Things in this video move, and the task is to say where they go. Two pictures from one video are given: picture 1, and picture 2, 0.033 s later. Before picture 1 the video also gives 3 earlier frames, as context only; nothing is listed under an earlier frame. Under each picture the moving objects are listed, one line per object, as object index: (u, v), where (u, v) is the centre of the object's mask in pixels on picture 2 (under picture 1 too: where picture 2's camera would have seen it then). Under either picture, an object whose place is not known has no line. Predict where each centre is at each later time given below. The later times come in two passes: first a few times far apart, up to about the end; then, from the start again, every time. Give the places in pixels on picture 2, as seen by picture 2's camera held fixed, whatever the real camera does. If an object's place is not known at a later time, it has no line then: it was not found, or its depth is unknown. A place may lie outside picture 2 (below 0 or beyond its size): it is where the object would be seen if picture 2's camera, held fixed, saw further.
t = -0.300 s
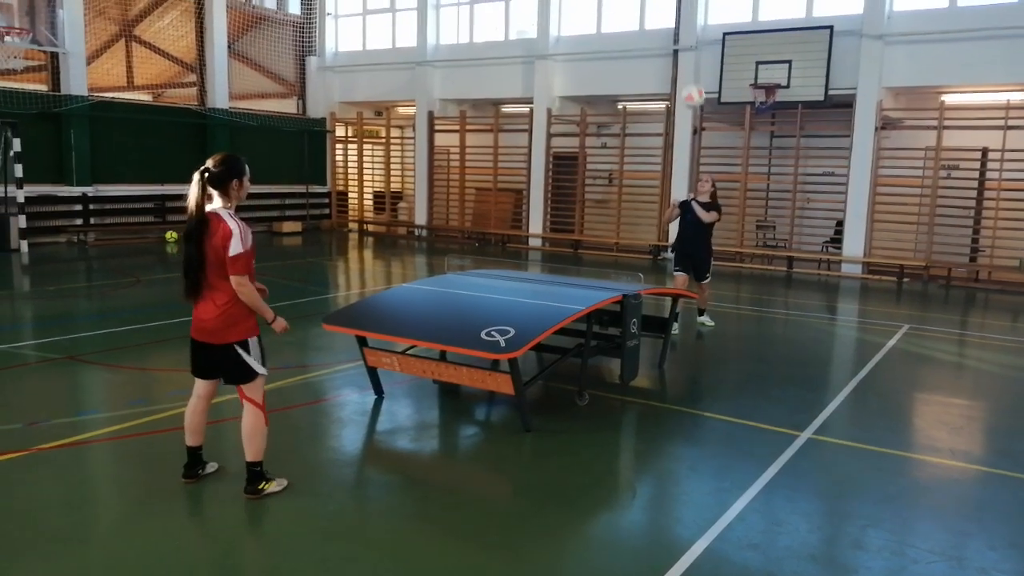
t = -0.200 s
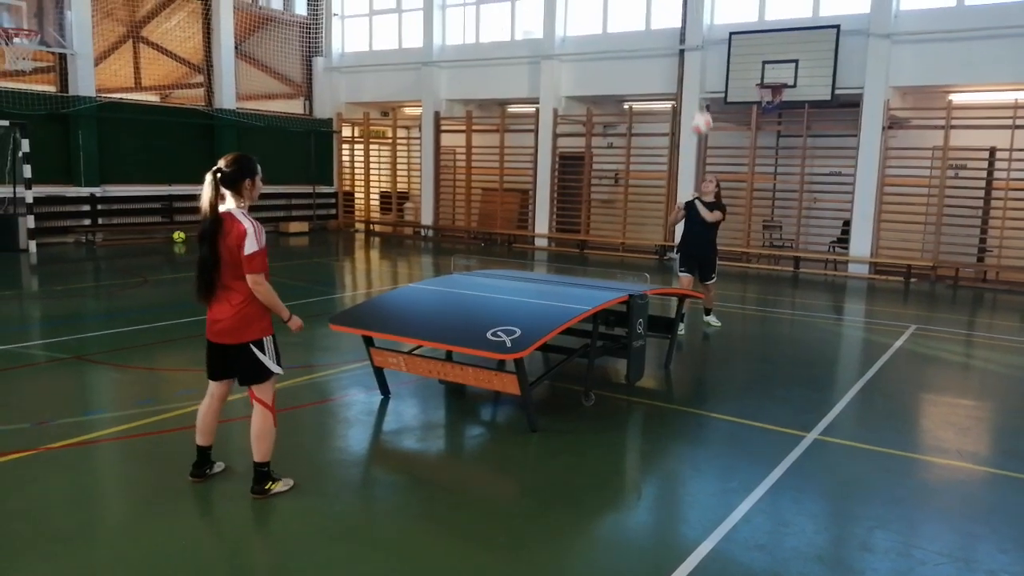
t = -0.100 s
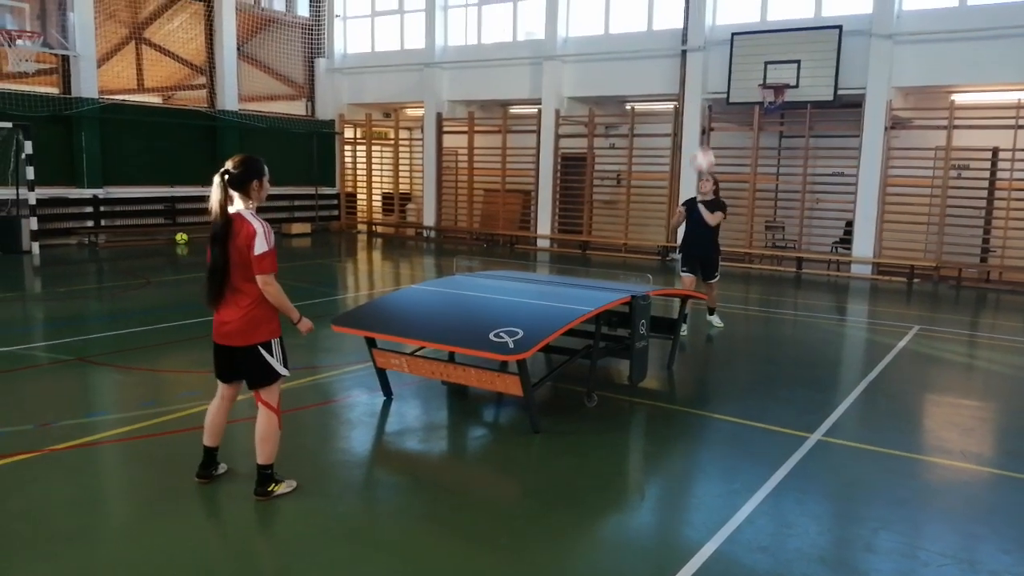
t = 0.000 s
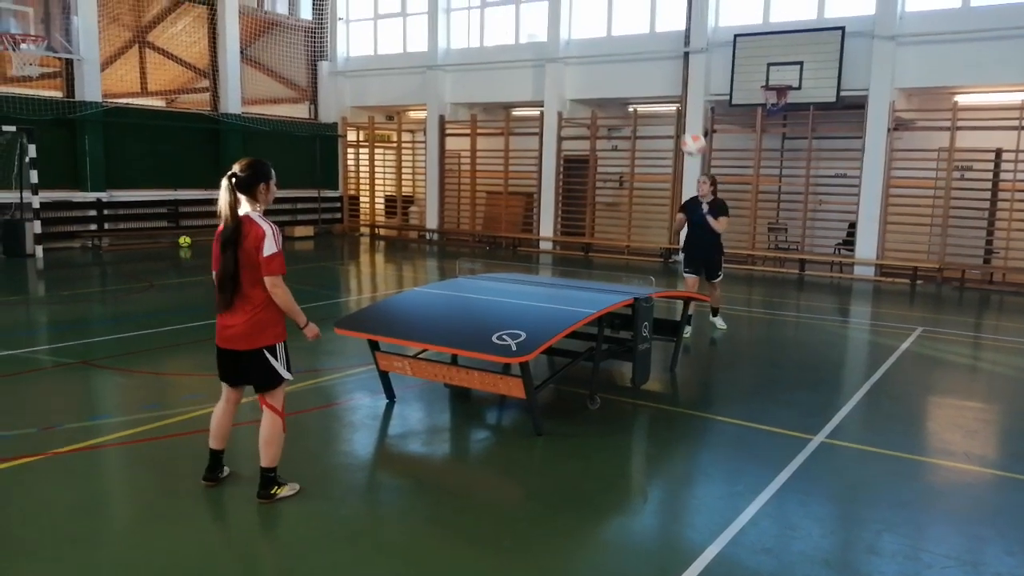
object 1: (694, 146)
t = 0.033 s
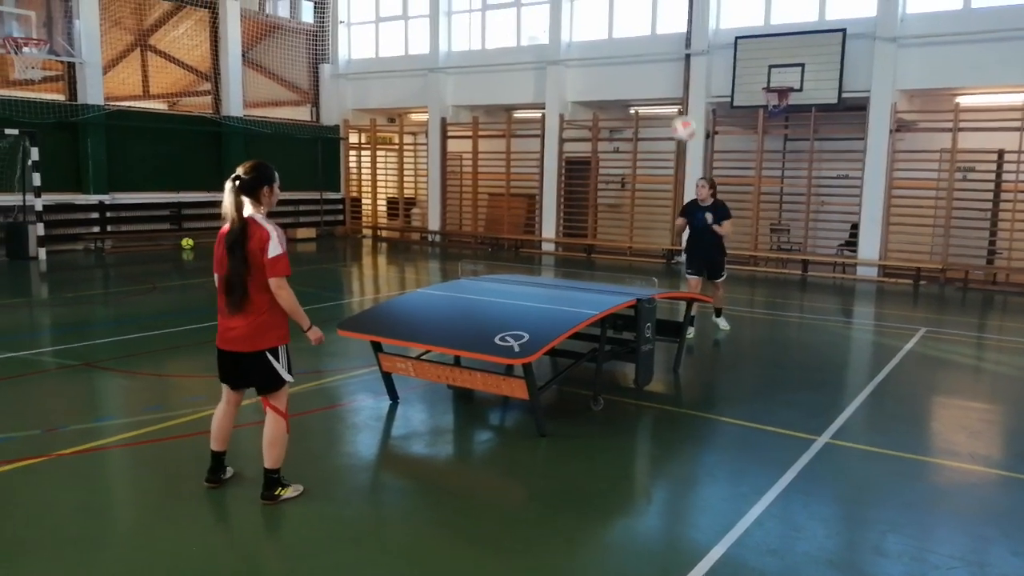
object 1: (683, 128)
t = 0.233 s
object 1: (645, 104)
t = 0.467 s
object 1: (588, 132)
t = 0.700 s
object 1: (518, 247)
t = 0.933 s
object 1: (461, 218)
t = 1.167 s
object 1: (399, 185)
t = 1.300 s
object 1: (352, 207)
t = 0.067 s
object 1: (677, 122)
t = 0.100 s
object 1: (672, 116)
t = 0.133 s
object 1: (665, 111)
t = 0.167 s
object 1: (658, 107)
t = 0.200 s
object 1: (651, 105)
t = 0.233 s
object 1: (645, 104)
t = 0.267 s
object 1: (637, 104)
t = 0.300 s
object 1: (629, 105)
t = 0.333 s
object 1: (621, 108)
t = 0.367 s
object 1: (614, 111)
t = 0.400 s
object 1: (605, 117)
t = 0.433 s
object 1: (597, 124)
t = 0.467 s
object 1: (588, 132)
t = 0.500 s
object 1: (579, 144)
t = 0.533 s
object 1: (570, 156)
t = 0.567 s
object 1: (560, 170)
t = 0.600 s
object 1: (550, 187)
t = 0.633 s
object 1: (539, 206)
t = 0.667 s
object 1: (528, 226)
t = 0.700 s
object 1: (518, 247)
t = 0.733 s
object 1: (507, 271)
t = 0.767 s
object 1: (497, 281)
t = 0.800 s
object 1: (490, 266)
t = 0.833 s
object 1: (483, 253)
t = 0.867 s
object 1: (477, 240)
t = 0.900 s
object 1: (469, 228)
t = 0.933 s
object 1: (461, 218)
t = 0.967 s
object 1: (452, 208)
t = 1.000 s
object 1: (444, 200)
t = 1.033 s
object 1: (436, 194)
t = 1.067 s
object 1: (427, 190)
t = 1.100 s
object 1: (418, 186)
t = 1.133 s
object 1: (408, 184)
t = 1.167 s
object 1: (399, 185)
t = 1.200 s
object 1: (388, 188)
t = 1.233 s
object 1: (377, 192)
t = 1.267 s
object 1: (363, 198)
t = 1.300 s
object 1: (352, 207)
